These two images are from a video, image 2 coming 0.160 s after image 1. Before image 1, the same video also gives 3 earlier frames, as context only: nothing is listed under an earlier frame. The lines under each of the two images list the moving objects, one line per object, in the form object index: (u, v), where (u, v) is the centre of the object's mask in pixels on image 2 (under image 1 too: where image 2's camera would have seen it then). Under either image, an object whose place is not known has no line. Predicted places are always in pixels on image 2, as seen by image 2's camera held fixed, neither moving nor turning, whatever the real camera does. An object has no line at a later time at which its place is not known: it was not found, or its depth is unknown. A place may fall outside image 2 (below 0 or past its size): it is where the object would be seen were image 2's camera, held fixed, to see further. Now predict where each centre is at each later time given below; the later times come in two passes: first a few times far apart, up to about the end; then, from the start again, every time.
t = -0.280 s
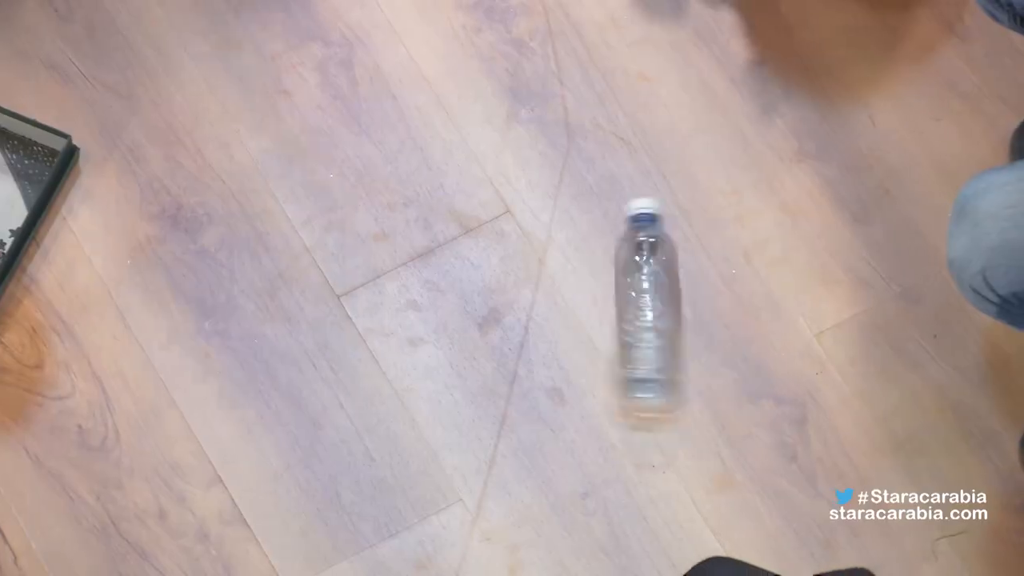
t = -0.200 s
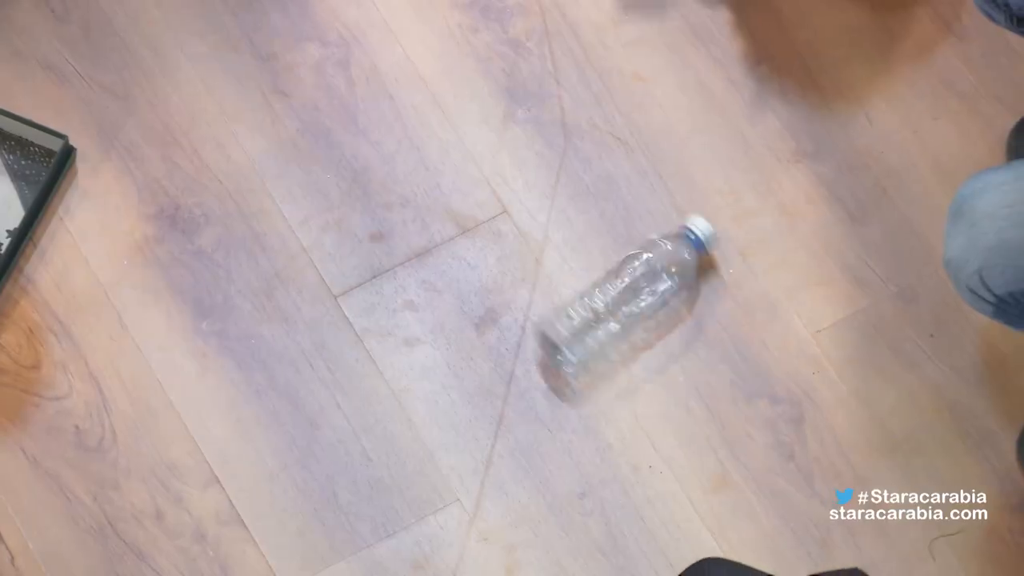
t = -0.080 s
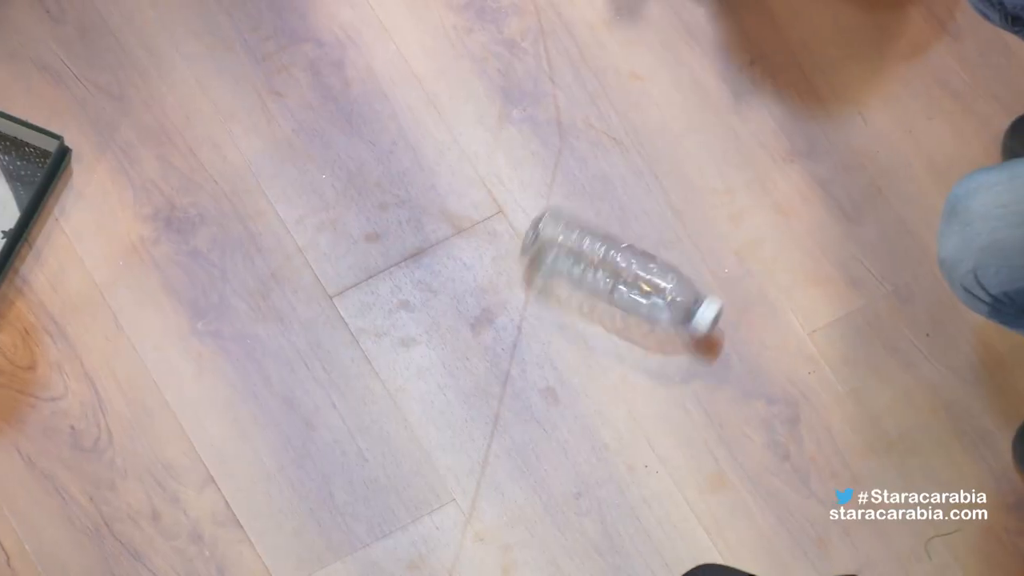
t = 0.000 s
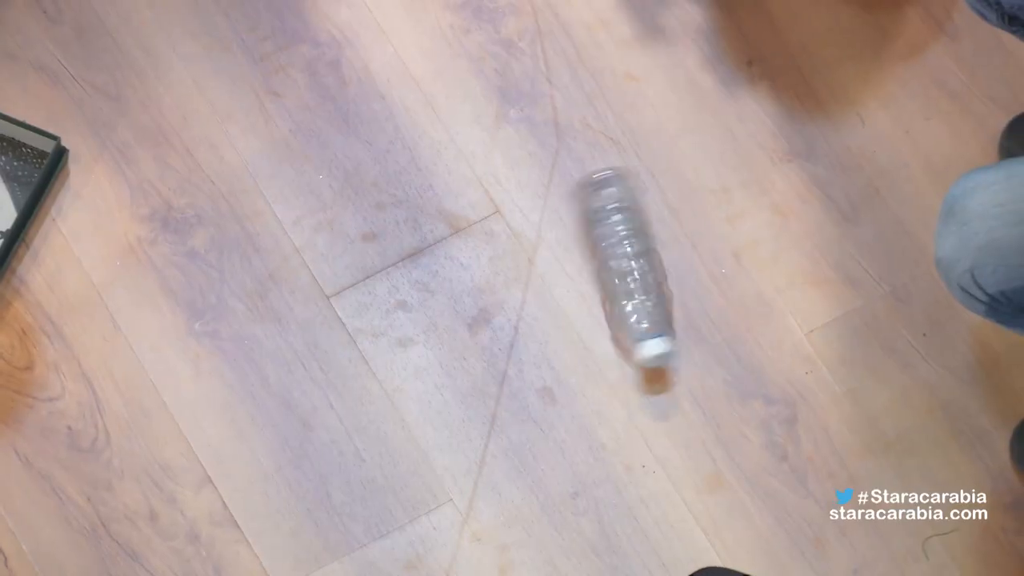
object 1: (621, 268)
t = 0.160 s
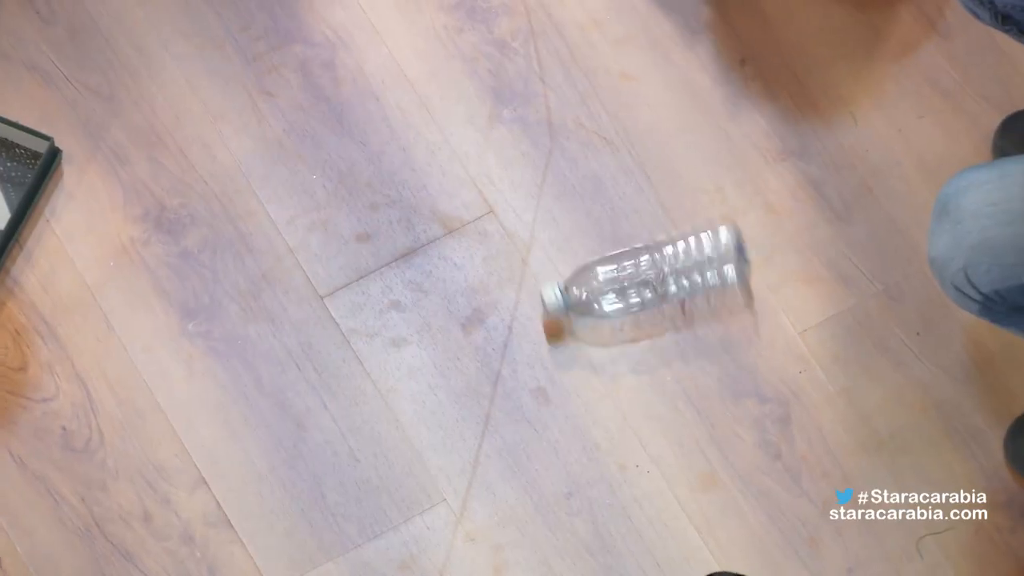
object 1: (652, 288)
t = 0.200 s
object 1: (652, 295)
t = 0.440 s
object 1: (612, 312)
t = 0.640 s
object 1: (610, 269)
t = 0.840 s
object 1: (650, 282)
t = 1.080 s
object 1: (635, 315)
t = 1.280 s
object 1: (608, 303)
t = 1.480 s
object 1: (613, 264)
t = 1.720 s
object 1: (652, 285)
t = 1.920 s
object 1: (644, 303)
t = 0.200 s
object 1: (652, 295)
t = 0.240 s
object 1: (650, 301)
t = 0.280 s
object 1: (642, 301)
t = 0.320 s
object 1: (636, 306)
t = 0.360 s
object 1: (629, 317)
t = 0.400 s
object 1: (619, 318)
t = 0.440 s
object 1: (612, 312)
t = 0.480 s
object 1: (608, 306)
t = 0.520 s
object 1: (607, 299)
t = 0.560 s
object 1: (606, 292)
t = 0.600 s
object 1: (604, 277)
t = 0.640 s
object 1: (610, 269)
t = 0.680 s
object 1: (617, 266)
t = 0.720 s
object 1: (626, 264)
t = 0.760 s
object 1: (634, 272)
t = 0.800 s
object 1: (644, 274)
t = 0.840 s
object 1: (650, 282)
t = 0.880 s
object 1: (652, 288)
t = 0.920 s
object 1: (651, 294)
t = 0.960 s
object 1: (653, 302)
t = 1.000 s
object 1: (648, 307)
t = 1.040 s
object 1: (640, 304)
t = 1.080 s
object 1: (635, 315)
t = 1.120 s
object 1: (629, 318)
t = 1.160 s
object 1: (620, 319)
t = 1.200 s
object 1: (614, 313)
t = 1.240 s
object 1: (610, 309)
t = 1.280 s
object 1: (608, 303)
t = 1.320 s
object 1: (607, 297)
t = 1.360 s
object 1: (607, 291)
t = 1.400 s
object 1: (604, 277)
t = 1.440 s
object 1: (607, 270)
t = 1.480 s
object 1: (613, 264)
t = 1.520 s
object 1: (621, 265)
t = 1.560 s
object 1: (629, 264)
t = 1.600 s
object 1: (637, 266)
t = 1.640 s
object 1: (645, 271)
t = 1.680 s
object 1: (649, 279)
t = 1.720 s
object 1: (652, 285)
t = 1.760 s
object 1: (653, 292)
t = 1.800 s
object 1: (653, 297)
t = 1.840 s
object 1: (652, 290)
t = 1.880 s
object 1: (648, 298)
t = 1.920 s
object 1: (644, 303)
